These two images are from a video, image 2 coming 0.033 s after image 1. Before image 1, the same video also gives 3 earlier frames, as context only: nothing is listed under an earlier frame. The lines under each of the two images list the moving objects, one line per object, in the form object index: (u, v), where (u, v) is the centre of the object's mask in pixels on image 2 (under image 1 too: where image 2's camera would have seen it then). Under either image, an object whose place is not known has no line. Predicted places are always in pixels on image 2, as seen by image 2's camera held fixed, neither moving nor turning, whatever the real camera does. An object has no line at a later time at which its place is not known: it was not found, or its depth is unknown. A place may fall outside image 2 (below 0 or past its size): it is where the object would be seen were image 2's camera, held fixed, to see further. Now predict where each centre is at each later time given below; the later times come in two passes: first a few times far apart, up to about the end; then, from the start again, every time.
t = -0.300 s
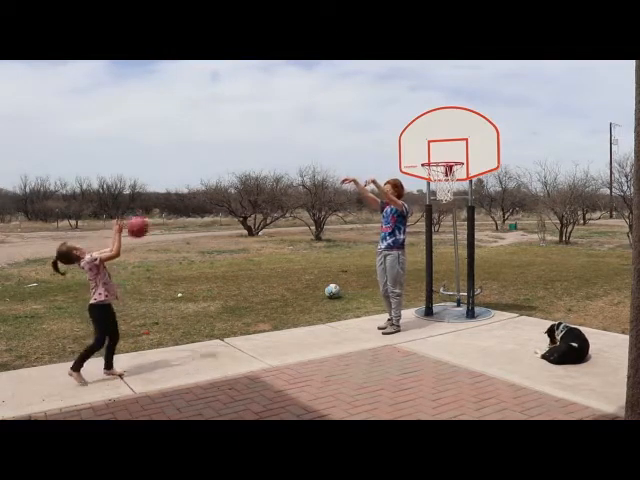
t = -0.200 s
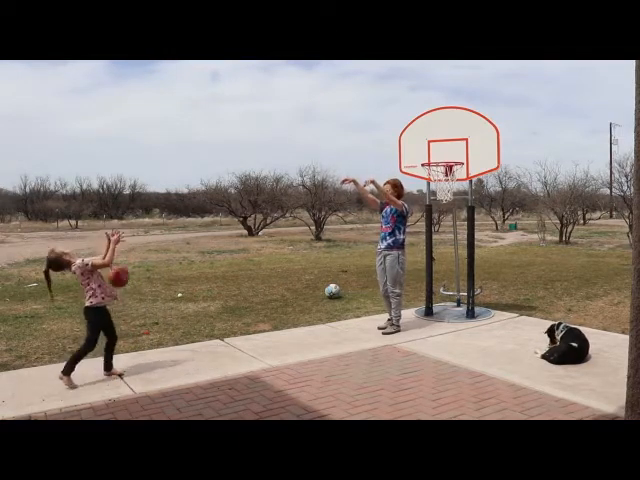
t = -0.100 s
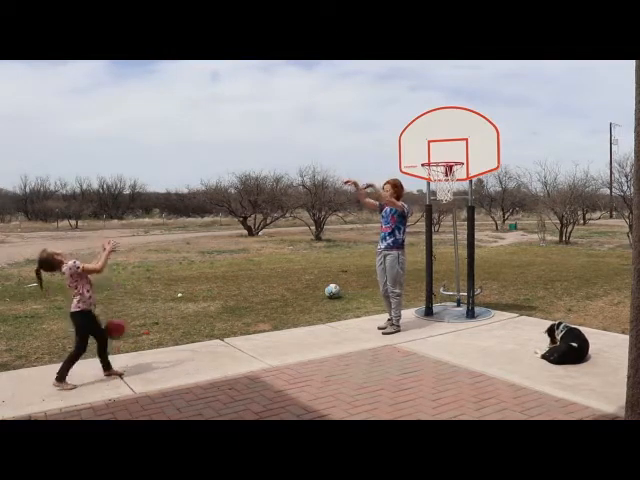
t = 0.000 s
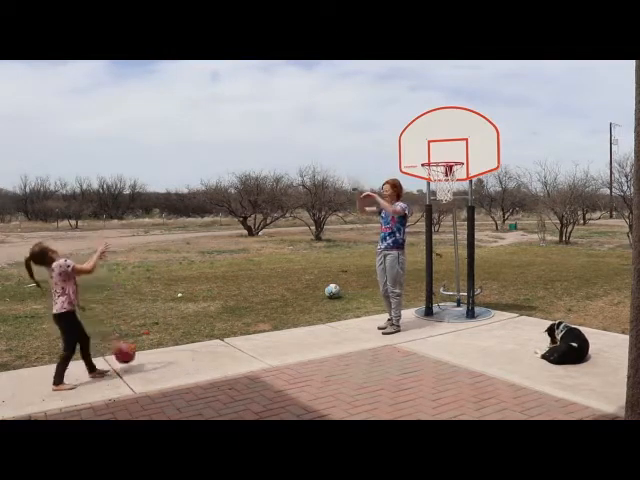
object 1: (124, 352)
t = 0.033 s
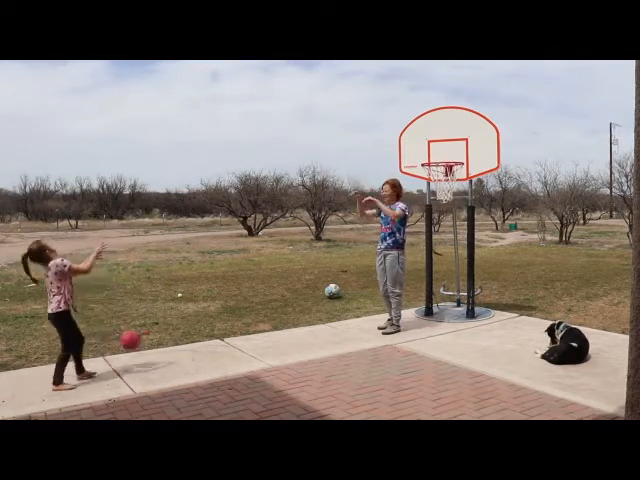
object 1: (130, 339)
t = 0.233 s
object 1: (163, 285)
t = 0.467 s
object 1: (201, 277)
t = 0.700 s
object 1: (236, 319)
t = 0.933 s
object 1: (263, 286)
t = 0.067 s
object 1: (135, 327)
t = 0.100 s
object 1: (141, 315)
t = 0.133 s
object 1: (146, 306)
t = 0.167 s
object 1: (152, 298)
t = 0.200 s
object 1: (157, 291)
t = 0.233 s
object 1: (163, 285)
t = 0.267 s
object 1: (168, 280)
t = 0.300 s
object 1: (173, 277)
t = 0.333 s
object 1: (178, 276)
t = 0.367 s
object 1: (184, 274)
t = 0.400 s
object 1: (190, 274)
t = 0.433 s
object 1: (196, 275)
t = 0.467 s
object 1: (201, 277)
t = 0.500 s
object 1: (206, 280)
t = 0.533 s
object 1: (211, 284)
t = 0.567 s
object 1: (216, 290)
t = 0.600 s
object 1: (221, 296)
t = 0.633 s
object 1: (226, 303)
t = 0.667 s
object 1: (231, 311)
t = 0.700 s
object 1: (236, 319)
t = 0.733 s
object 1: (241, 329)
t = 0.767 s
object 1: (245, 320)
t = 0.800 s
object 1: (248, 312)
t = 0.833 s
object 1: (252, 304)
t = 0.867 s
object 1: (256, 296)
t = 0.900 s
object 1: (260, 291)
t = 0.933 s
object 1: (263, 286)
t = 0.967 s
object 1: (267, 282)
